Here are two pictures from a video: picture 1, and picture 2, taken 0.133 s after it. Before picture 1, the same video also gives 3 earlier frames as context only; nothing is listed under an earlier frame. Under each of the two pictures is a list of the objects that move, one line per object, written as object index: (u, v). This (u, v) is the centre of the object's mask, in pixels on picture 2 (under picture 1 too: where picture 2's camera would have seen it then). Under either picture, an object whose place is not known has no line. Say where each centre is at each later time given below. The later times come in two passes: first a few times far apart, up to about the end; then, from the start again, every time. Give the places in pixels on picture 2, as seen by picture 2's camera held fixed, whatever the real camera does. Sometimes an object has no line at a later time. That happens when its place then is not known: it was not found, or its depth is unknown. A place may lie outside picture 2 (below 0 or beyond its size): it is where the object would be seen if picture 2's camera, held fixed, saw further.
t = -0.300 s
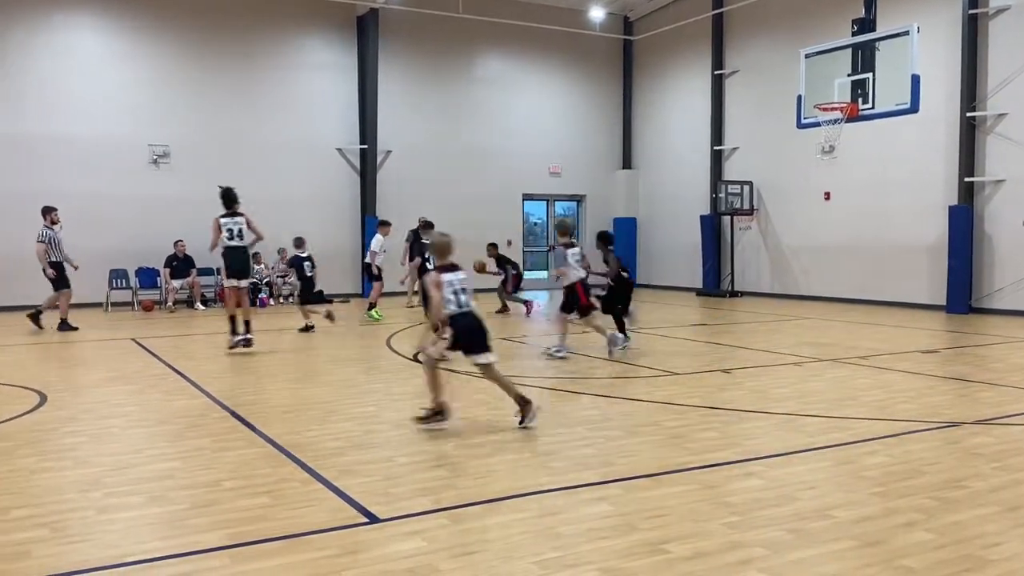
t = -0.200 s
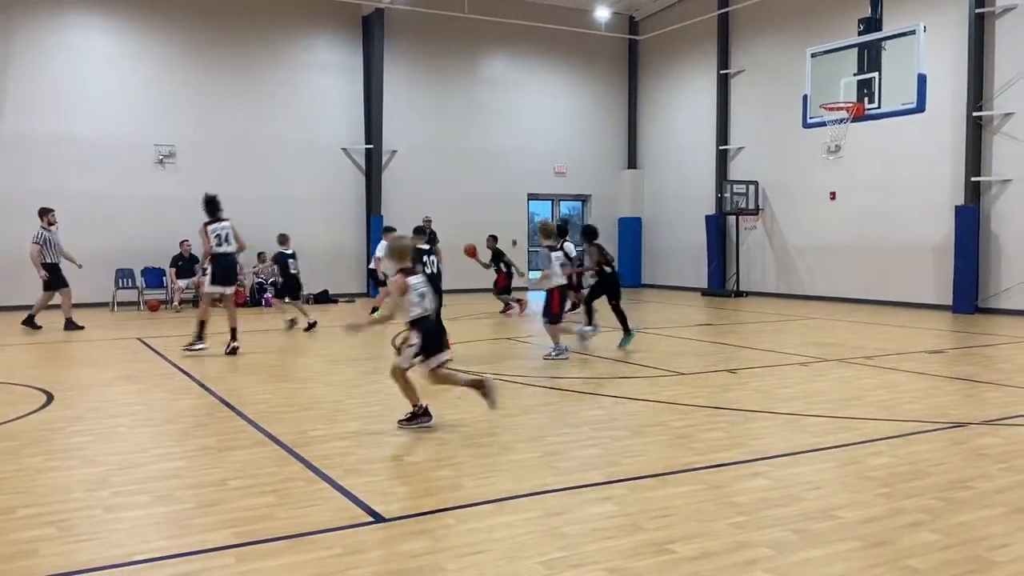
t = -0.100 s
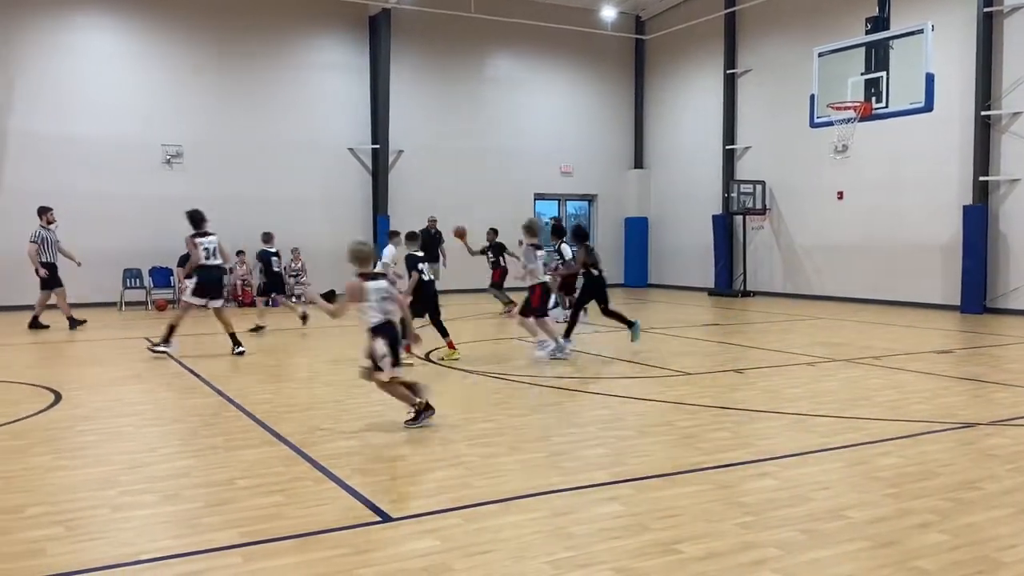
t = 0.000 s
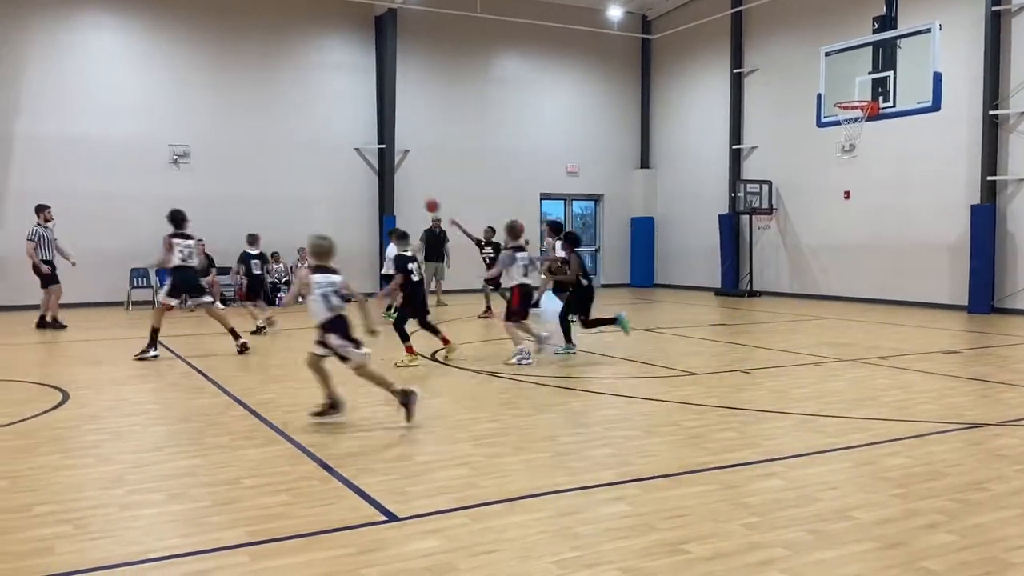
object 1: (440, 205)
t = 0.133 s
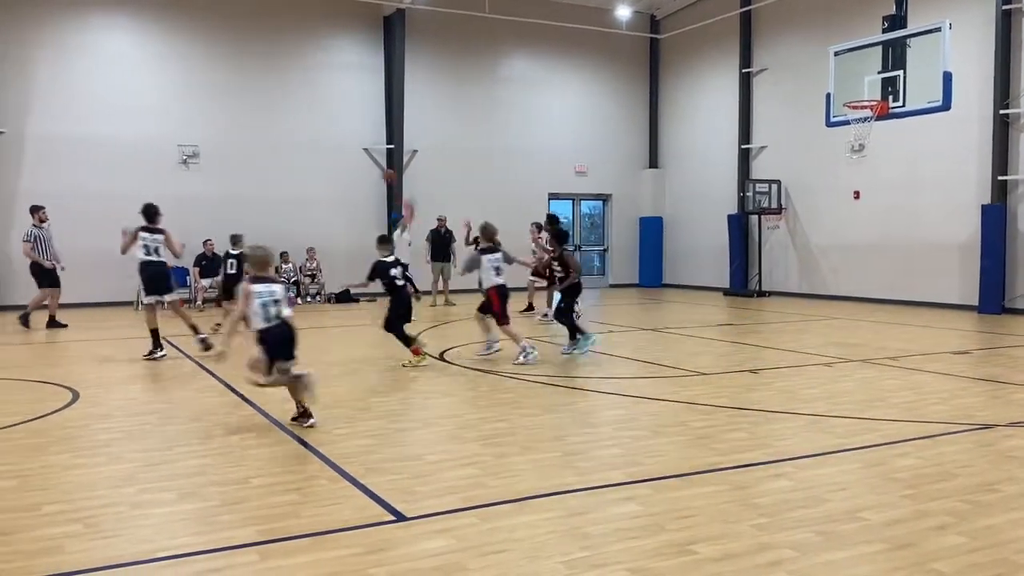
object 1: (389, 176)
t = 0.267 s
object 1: (332, 155)
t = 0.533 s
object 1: (210, 146)
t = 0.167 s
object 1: (375, 171)
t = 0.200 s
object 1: (361, 164)
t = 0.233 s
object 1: (346, 160)
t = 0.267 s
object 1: (332, 155)
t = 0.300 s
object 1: (318, 152)
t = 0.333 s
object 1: (303, 149)
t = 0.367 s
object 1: (288, 147)
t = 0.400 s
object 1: (273, 145)
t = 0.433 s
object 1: (257, 144)
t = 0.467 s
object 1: (241, 144)
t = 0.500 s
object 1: (225, 145)
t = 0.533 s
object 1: (210, 146)
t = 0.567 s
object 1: (193, 148)
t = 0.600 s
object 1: (176, 152)
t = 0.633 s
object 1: (159, 156)
